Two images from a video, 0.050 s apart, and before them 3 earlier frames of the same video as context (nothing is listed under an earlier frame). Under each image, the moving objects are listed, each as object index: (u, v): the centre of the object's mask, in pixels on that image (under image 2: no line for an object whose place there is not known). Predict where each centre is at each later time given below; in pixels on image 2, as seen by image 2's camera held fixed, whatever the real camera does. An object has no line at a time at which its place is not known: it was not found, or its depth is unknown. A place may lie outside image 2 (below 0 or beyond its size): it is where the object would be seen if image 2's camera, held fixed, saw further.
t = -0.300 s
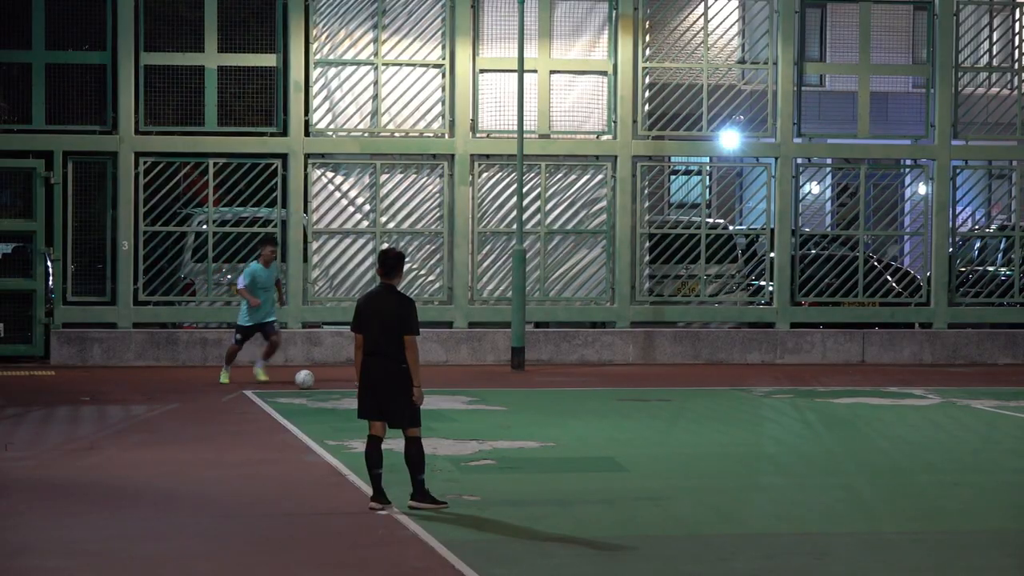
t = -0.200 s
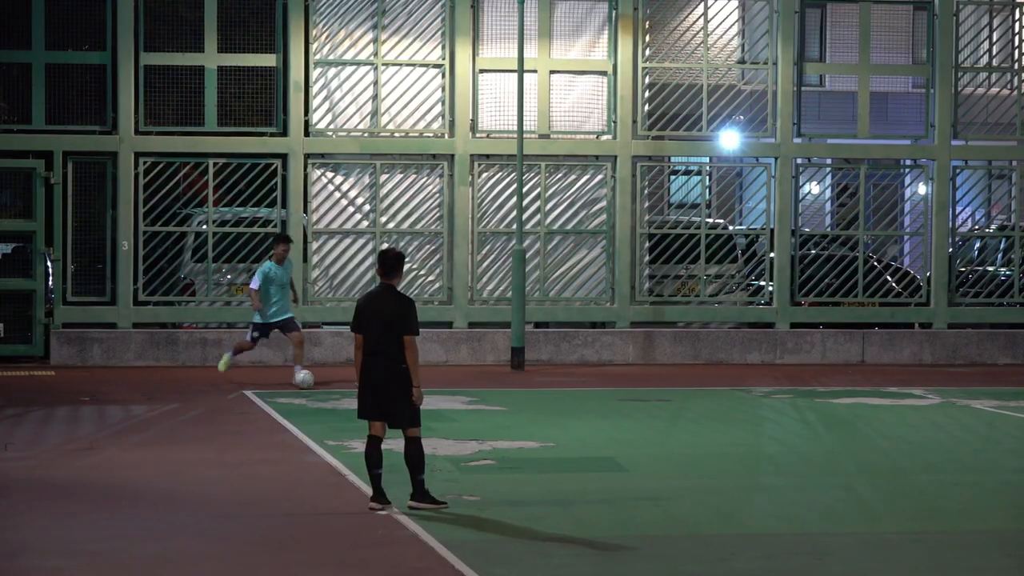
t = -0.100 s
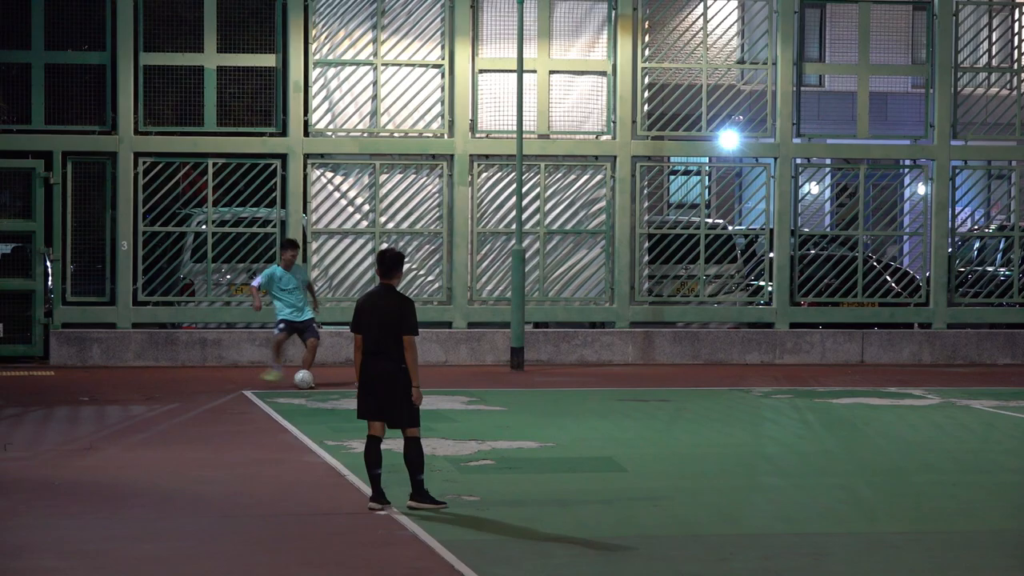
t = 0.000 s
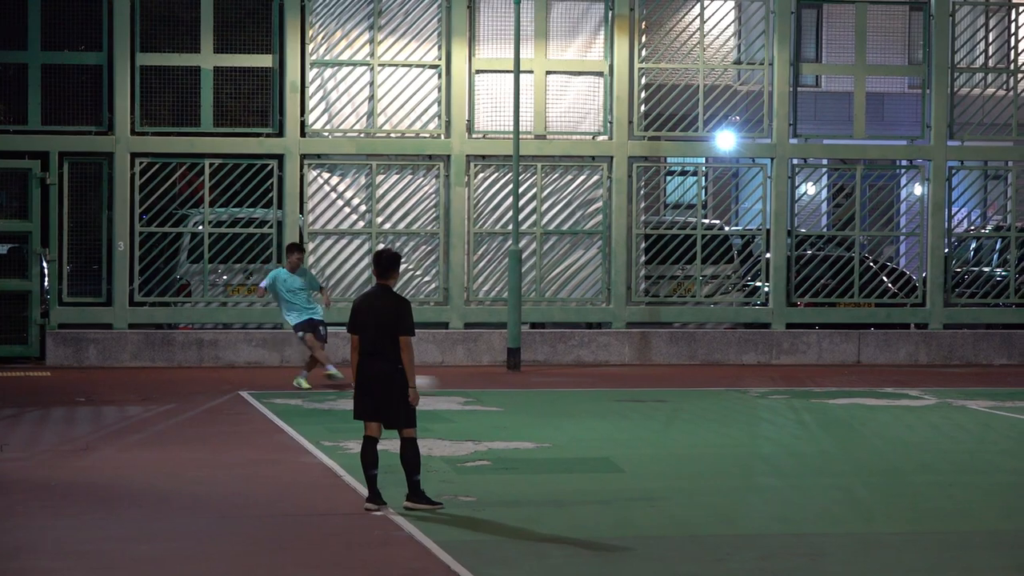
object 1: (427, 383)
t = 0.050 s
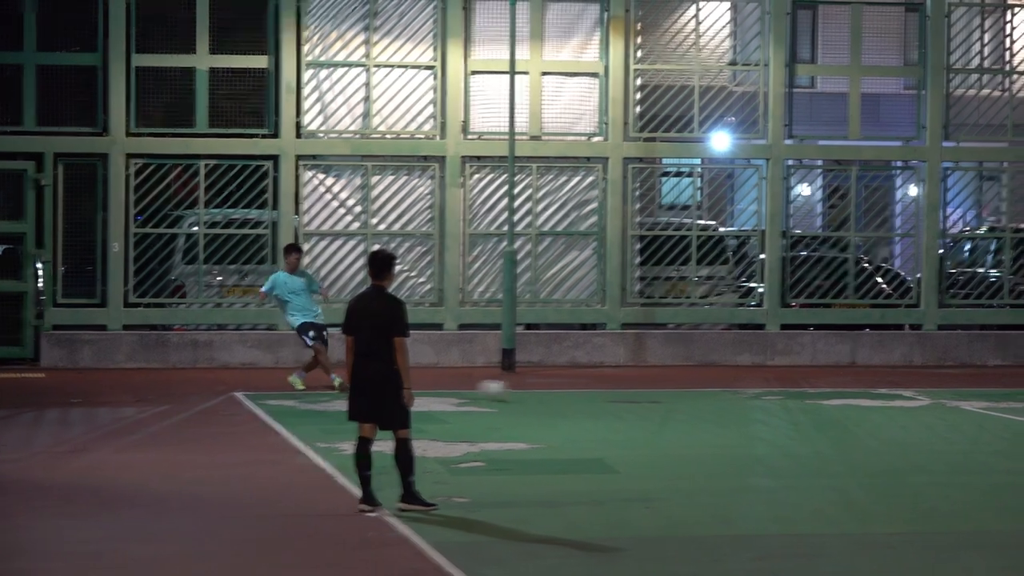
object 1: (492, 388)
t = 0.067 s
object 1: (518, 389)
